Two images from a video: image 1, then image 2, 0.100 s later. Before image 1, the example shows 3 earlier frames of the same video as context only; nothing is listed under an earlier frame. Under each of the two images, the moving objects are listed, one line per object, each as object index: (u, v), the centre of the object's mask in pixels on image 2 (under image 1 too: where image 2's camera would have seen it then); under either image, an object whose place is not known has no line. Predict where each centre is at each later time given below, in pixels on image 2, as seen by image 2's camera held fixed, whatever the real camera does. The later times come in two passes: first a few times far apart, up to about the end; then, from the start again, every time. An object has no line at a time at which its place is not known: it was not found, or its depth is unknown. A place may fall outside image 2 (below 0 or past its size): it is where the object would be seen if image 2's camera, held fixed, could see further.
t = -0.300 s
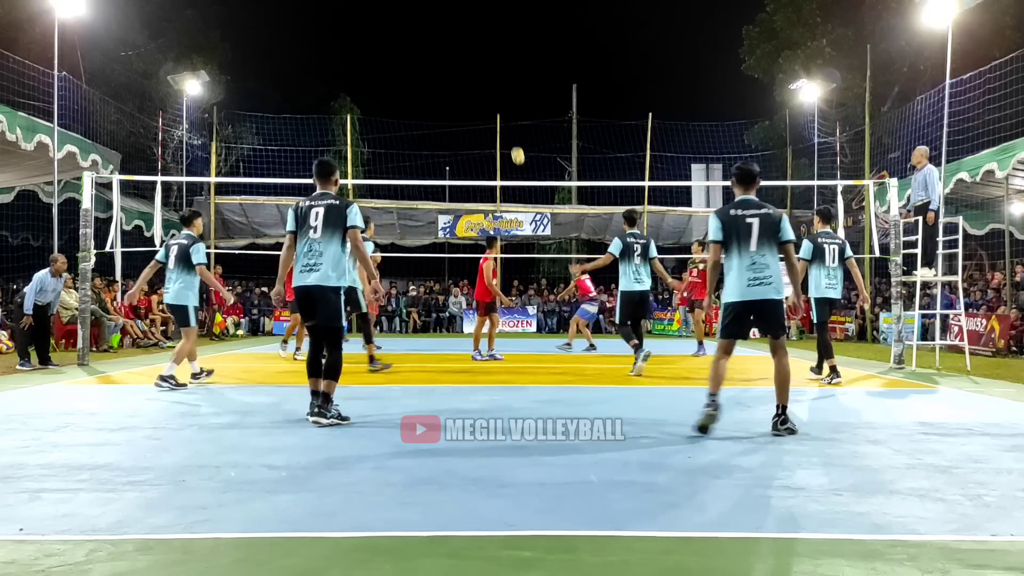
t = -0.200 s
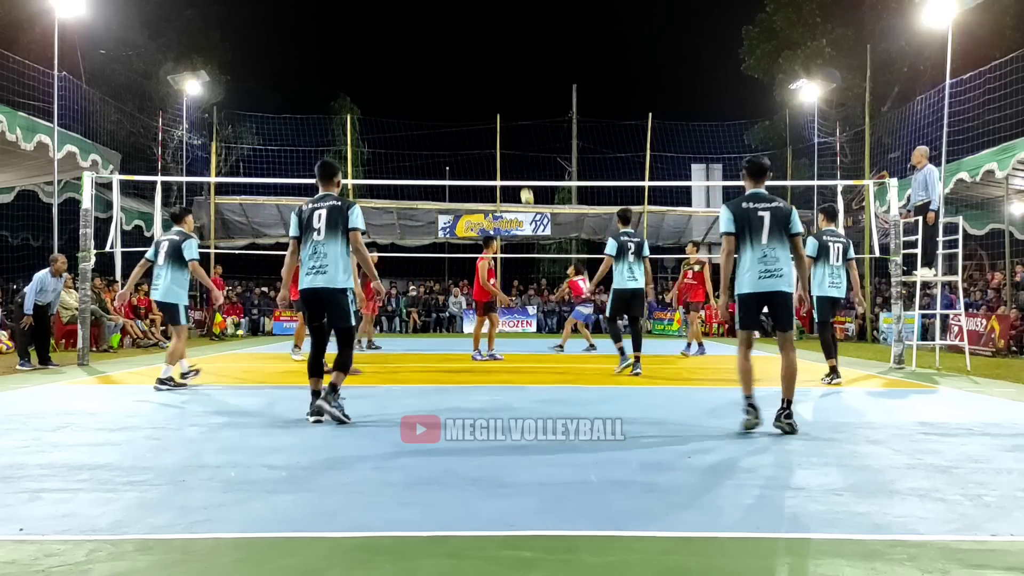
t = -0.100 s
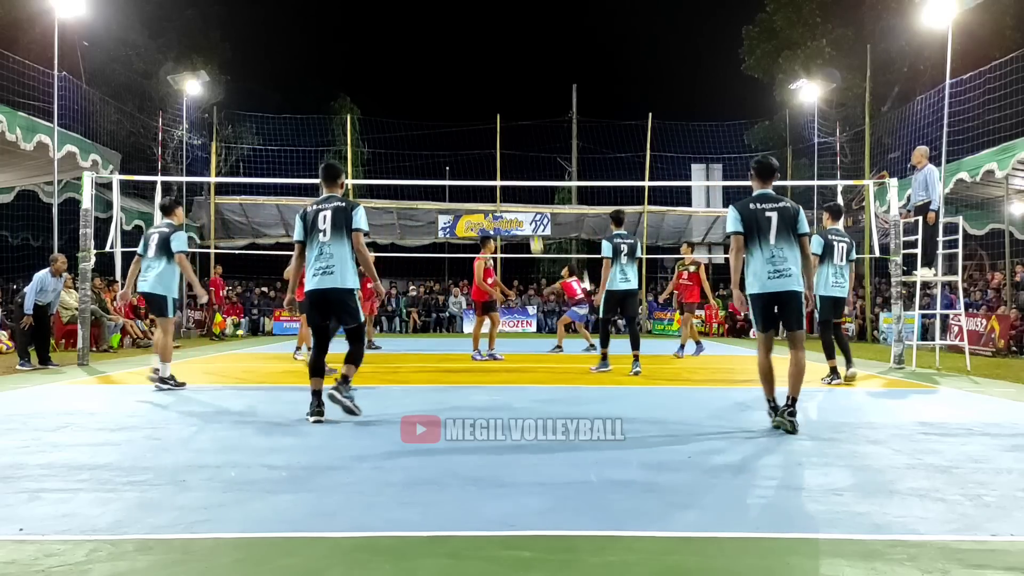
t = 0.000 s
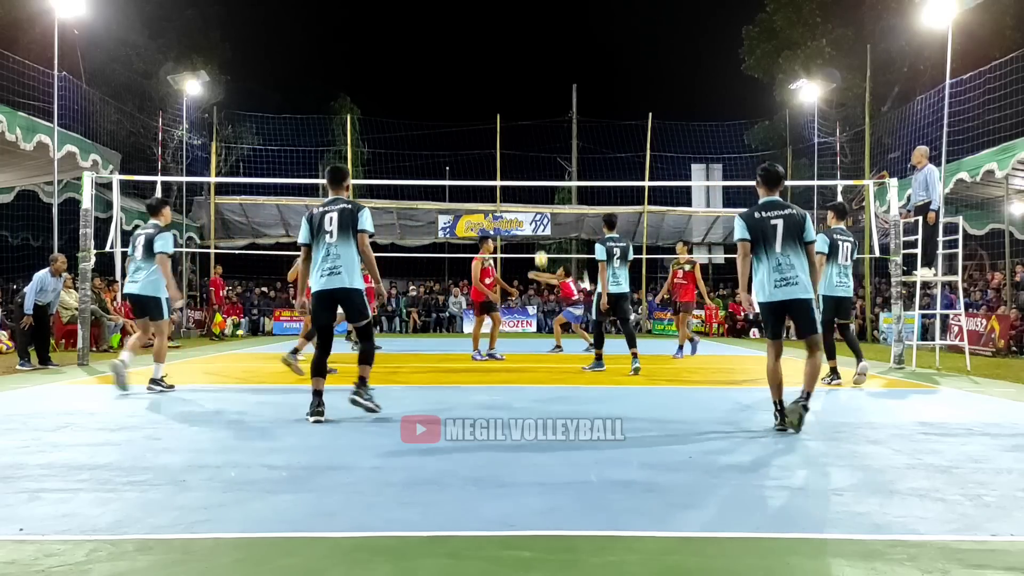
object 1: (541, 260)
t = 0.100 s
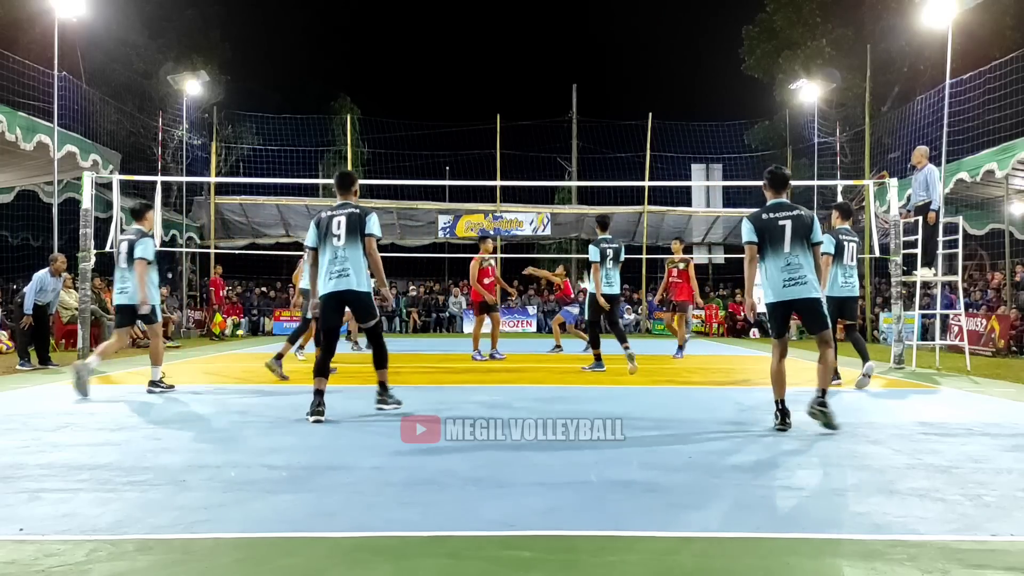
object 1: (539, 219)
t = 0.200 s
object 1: (539, 184)
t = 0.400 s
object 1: (537, 124)
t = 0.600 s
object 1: (536, 84)
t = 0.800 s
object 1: (533, 68)
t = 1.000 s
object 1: (529, 85)
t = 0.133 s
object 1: (539, 206)
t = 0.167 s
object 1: (539, 196)
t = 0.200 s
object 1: (539, 184)
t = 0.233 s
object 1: (538, 172)
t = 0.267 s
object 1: (538, 162)
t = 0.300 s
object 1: (538, 152)
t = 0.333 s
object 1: (538, 142)
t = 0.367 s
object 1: (538, 133)
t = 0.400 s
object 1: (537, 124)
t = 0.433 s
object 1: (537, 116)
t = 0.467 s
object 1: (537, 108)
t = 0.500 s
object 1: (537, 101)
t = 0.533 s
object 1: (536, 94)
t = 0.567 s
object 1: (536, 89)
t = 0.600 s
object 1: (536, 84)
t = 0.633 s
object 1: (536, 79)
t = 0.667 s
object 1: (535, 75)
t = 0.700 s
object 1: (535, 72)
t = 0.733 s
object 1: (534, 70)
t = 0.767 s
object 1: (534, 69)
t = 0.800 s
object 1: (533, 68)
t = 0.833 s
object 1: (533, 69)
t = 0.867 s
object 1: (532, 70)
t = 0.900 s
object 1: (531, 72)
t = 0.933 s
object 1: (531, 75)
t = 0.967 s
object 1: (530, 80)
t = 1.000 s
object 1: (529, 85)
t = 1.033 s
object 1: (529, 92)
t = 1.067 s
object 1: (528, 101)
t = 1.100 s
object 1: (528, 110)
